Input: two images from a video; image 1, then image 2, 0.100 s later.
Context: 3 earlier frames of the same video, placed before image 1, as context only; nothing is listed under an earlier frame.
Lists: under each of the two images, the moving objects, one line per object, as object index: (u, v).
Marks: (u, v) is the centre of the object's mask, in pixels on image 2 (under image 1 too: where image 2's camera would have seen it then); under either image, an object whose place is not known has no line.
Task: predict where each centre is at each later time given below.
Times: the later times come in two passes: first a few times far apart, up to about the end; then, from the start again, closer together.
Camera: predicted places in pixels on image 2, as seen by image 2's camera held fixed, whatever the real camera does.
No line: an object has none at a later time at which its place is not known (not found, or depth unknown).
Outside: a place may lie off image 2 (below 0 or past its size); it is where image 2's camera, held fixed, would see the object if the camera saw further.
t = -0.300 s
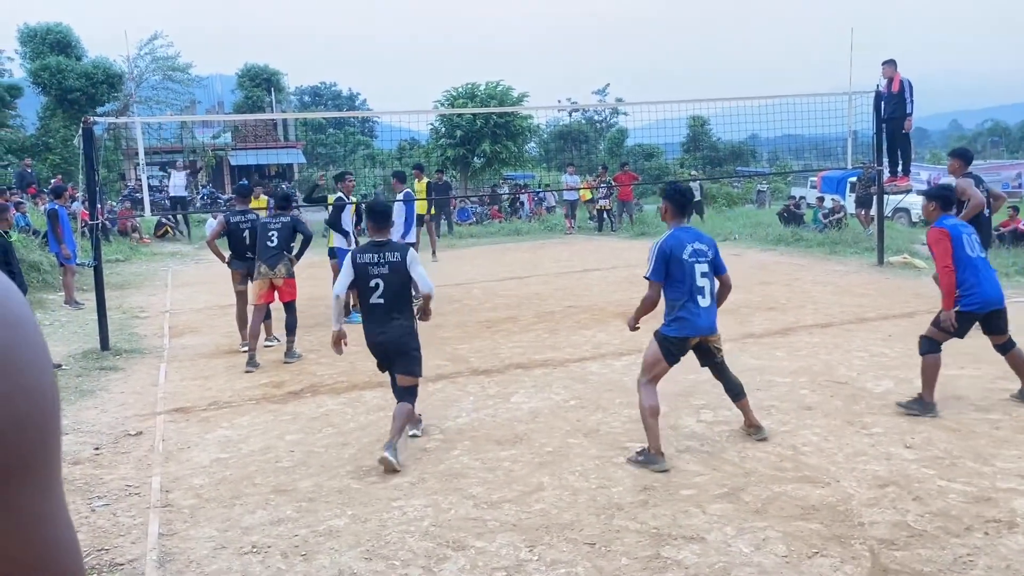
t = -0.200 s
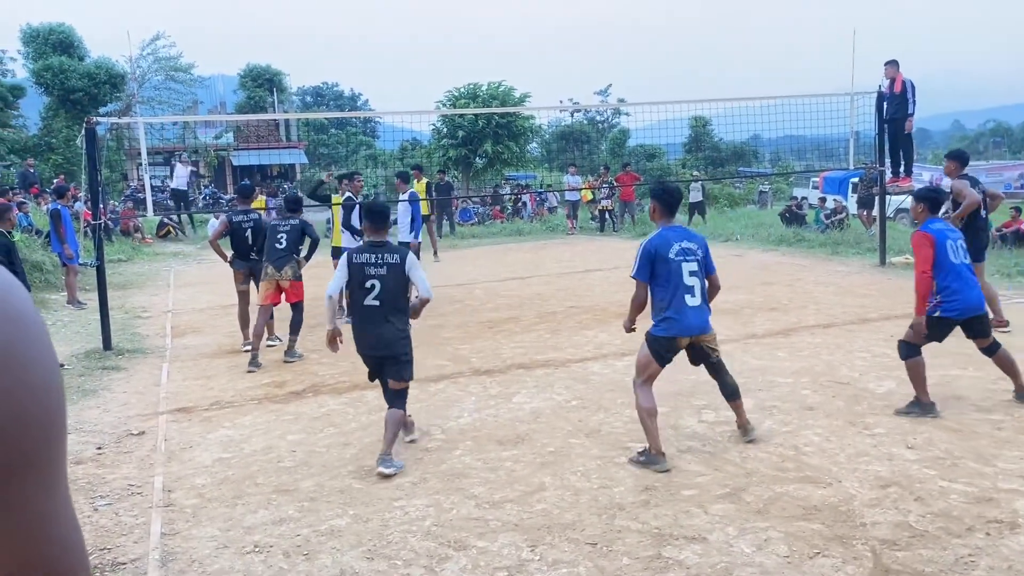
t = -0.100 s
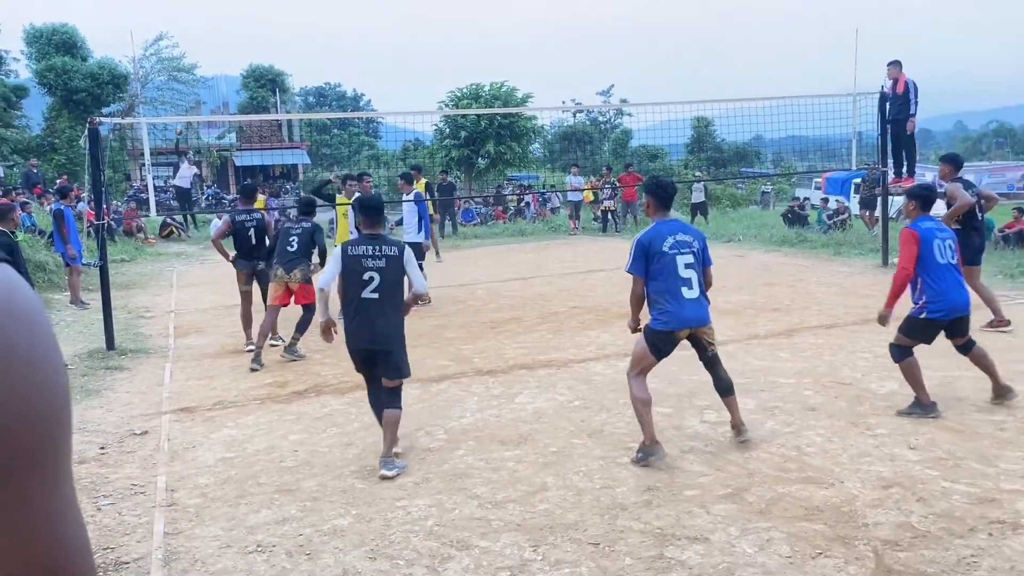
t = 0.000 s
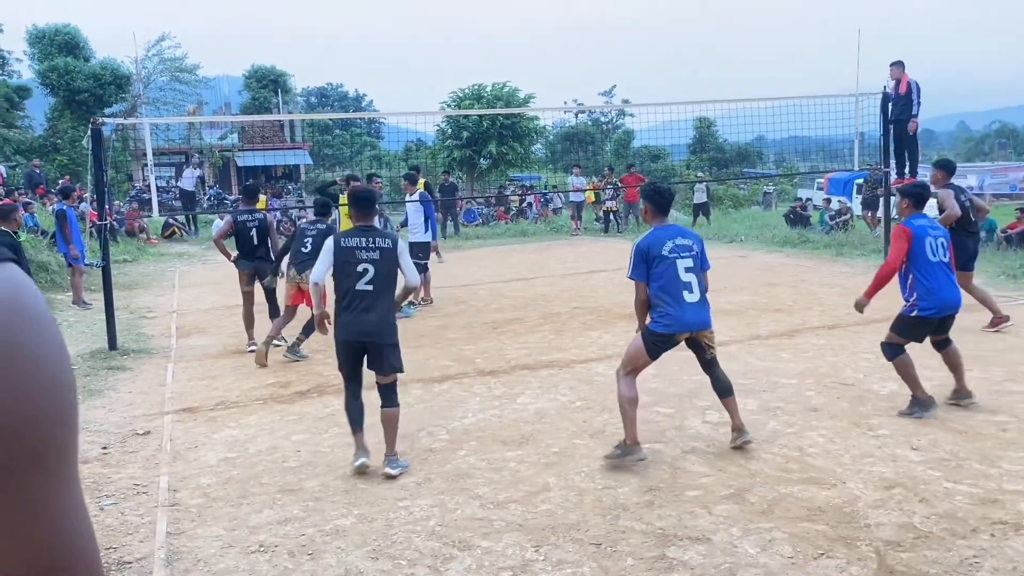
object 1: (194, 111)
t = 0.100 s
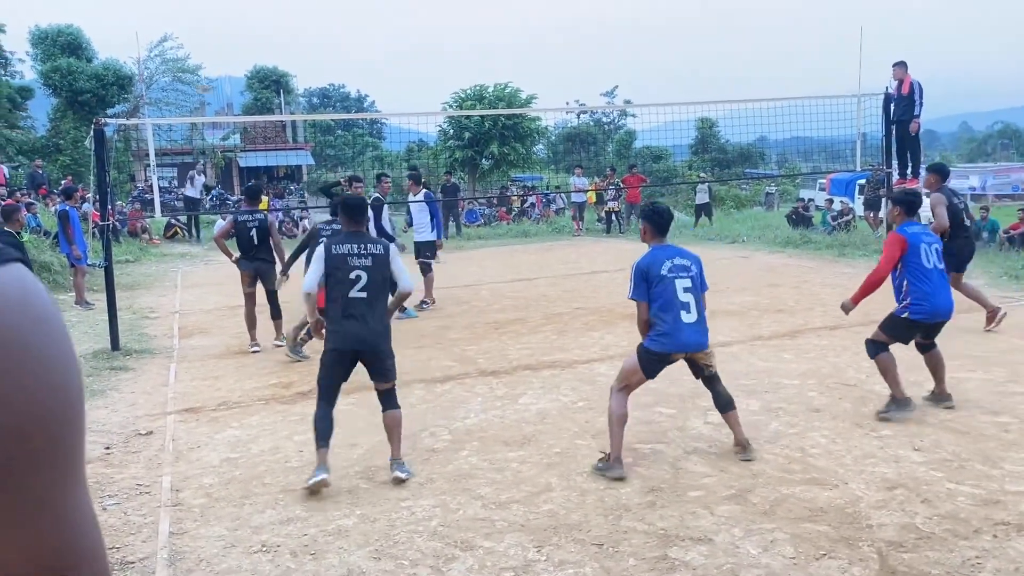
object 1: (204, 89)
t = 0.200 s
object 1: (217, 64)
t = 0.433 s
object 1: (259, 18)
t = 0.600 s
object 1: (301, -1)
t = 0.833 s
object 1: (385, 0)
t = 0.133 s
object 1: (209, 79)
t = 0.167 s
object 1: (213, 71)
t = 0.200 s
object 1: (217, 64)
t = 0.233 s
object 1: (221, 57)
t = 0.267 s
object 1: (226, 50)
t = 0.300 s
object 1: (232, 43)
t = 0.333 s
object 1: (238, 36)
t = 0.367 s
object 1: (245, 30)
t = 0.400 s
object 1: (252, 24)
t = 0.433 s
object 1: (259, 18)
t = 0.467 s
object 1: (267, 12)
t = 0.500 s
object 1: (274, 7)
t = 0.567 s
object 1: (292, 0)
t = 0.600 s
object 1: (301, -1)
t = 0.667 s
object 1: (320, -3)
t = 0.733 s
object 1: (343, -4)
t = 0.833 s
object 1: (385, 0)
